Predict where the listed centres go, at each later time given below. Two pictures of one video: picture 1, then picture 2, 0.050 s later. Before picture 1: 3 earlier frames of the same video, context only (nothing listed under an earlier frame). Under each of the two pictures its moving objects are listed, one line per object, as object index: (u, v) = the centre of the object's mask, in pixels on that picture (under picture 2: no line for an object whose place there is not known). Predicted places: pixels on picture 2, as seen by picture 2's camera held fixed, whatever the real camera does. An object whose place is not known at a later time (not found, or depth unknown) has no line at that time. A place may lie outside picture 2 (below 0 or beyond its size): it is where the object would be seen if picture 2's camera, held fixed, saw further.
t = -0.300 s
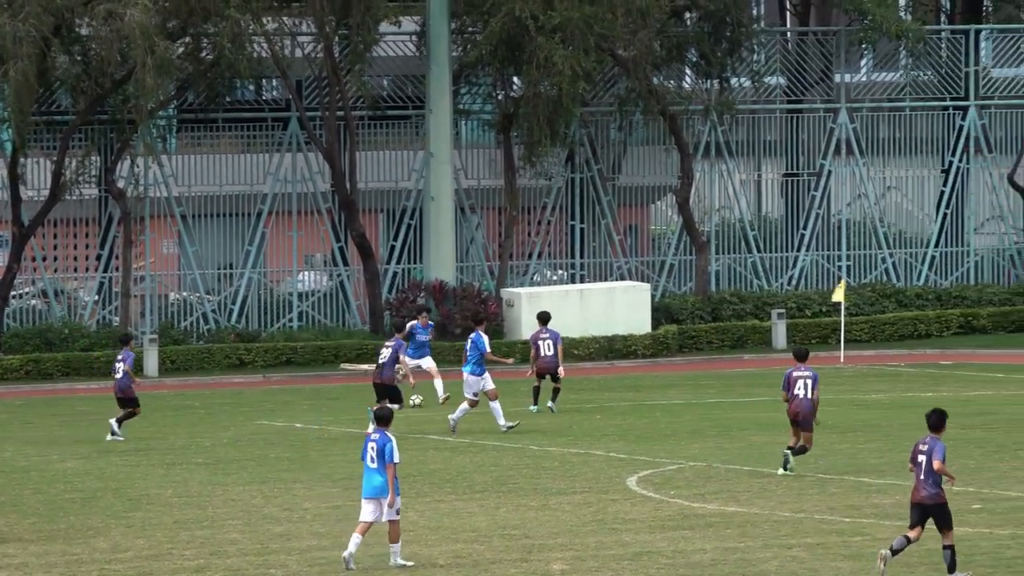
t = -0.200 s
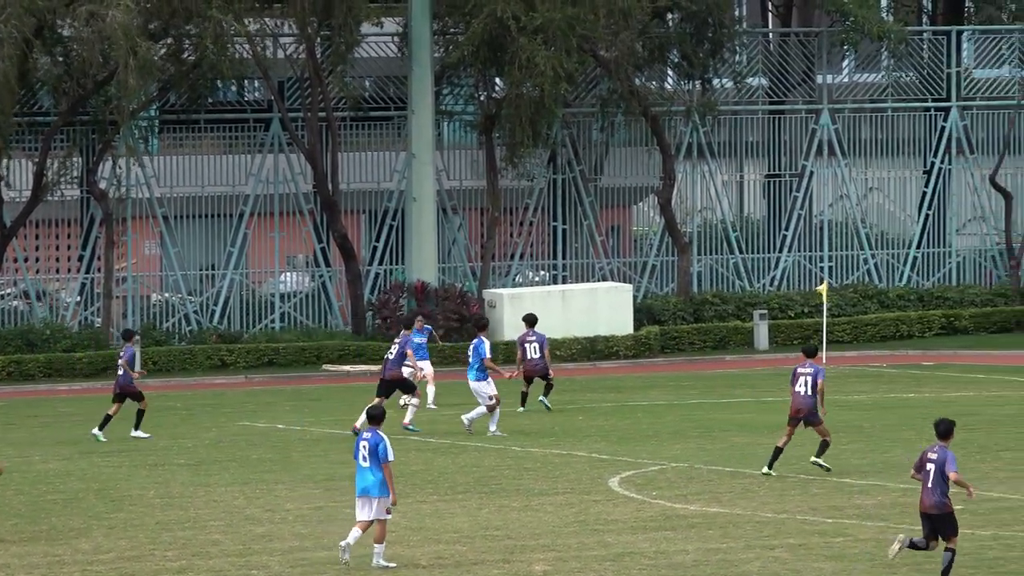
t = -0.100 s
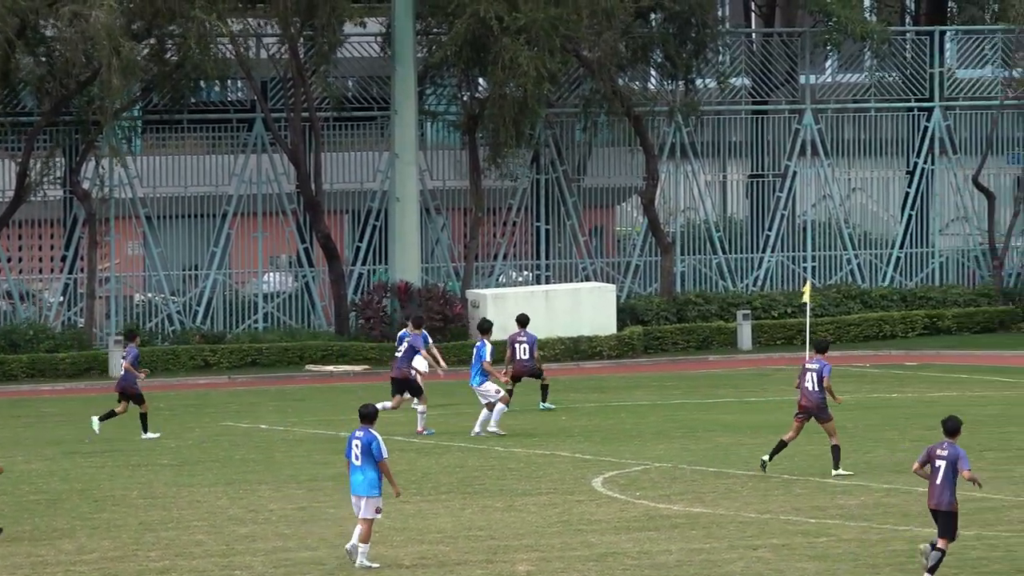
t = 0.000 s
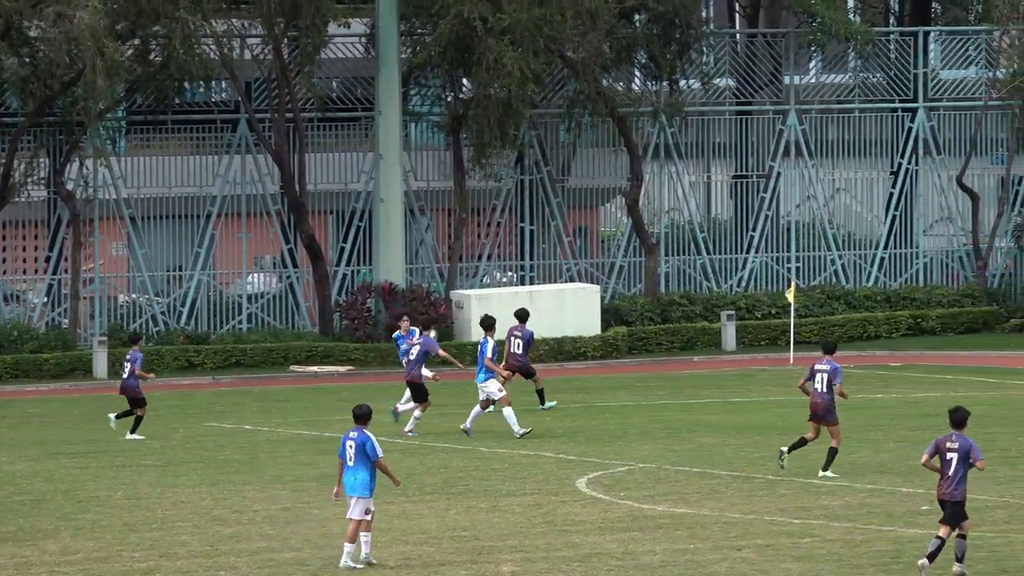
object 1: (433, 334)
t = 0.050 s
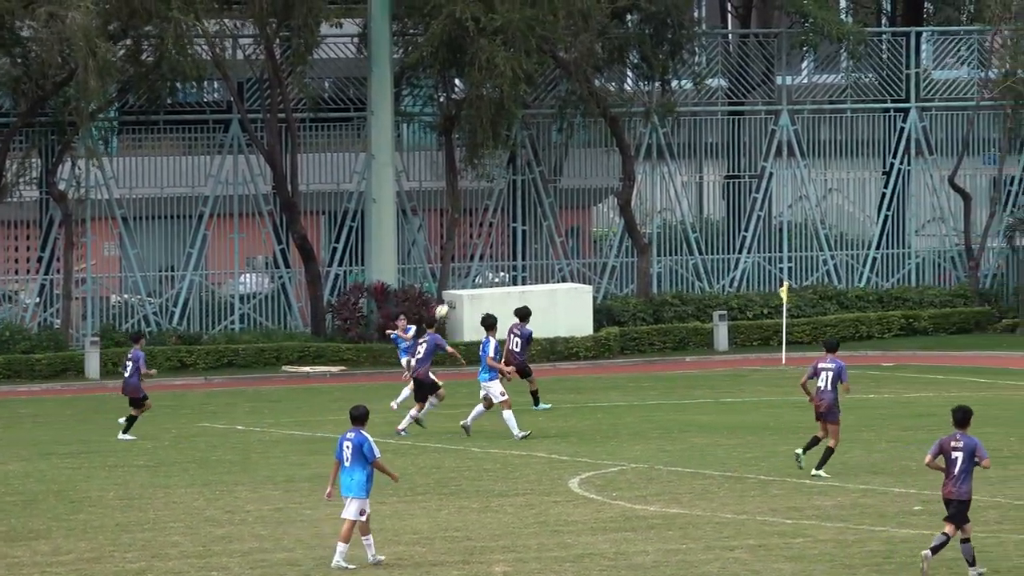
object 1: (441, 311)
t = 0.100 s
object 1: (460, 287)
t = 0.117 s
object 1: (466, 280)
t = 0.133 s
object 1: (473, 272)
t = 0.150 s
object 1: (478, 264)
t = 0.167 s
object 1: (484, 257)
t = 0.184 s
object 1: (491, 250)
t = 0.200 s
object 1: (498, 244)
